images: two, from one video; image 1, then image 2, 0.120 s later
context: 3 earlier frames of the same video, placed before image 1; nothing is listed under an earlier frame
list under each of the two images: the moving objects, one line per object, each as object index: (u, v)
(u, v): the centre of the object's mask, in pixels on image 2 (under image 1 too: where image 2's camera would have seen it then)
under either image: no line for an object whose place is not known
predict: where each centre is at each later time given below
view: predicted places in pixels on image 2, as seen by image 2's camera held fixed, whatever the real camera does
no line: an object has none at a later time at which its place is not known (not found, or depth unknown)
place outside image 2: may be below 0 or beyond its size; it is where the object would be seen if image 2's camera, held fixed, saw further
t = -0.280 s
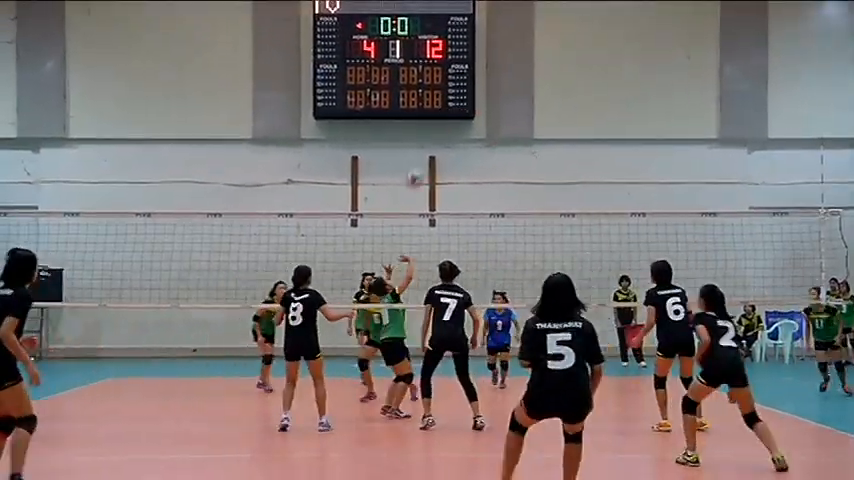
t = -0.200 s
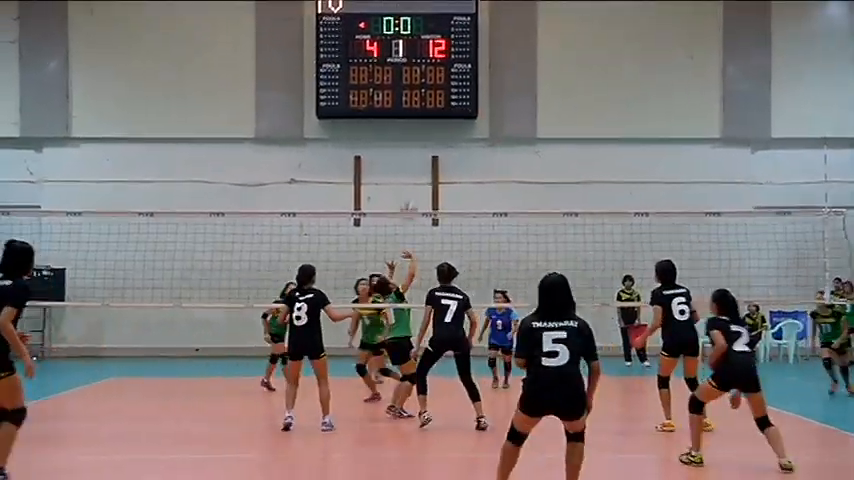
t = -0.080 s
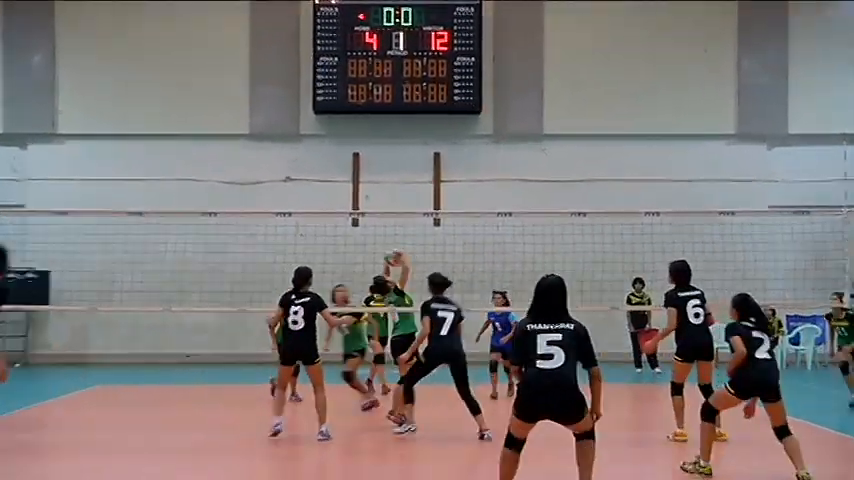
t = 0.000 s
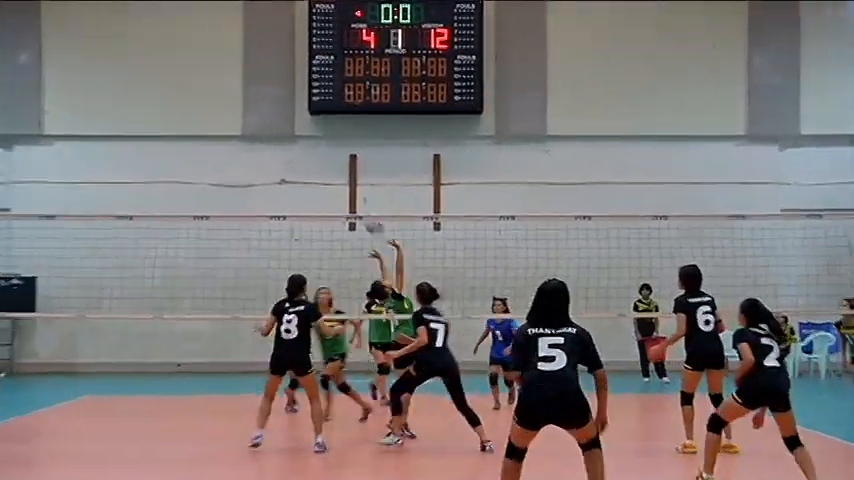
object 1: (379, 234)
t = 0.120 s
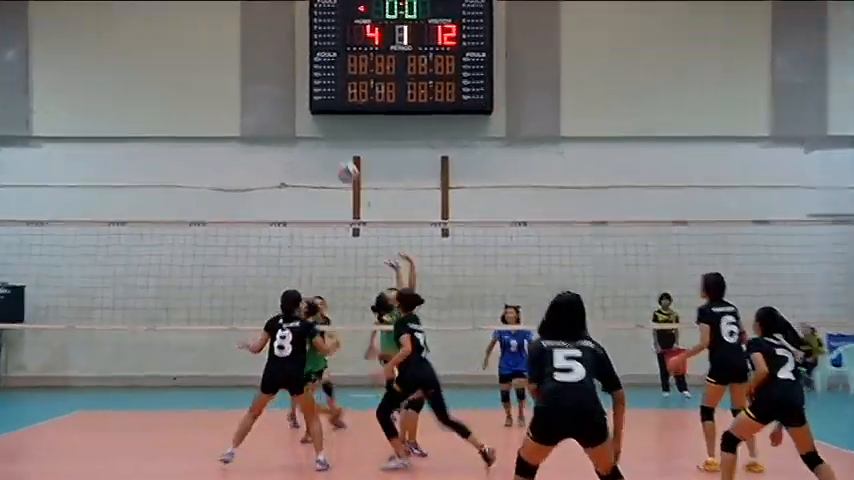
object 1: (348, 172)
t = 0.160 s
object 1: (337, 155)
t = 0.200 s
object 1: (327, 141)
